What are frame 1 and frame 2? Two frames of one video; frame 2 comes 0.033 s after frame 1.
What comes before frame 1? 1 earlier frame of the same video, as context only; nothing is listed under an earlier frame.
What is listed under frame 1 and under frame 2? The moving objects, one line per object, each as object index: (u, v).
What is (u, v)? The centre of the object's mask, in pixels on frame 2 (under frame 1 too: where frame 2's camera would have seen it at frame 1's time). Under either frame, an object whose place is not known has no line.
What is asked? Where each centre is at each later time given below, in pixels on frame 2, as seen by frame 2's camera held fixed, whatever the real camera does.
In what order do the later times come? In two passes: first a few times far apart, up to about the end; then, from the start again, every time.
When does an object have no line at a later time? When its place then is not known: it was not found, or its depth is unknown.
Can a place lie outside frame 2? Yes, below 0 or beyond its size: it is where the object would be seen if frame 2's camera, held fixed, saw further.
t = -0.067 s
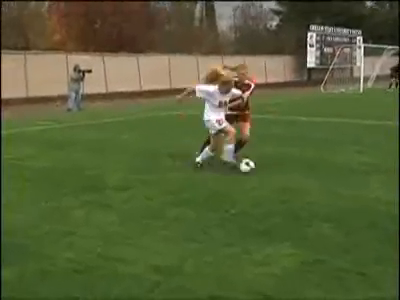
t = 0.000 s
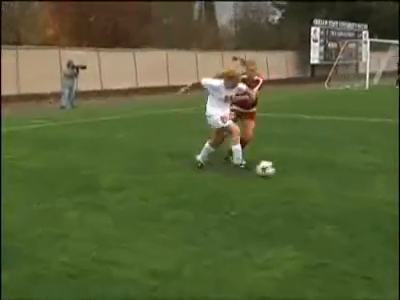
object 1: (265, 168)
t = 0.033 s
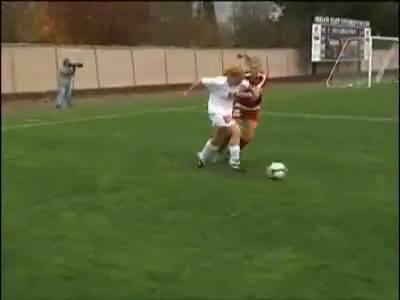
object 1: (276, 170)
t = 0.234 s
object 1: (344, 180)
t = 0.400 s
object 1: (395, 186)
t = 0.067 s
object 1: (288, 172)
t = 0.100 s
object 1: (299, 175)
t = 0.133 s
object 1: (311, 177)
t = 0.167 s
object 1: (322, 177)
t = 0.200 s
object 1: (333, 179)
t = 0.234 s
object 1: (344, 180)
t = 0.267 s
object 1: (355, 182)
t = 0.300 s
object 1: (365, 184)
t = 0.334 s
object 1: (375, 184)
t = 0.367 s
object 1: (384, 185)
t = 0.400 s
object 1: (395, 186)
